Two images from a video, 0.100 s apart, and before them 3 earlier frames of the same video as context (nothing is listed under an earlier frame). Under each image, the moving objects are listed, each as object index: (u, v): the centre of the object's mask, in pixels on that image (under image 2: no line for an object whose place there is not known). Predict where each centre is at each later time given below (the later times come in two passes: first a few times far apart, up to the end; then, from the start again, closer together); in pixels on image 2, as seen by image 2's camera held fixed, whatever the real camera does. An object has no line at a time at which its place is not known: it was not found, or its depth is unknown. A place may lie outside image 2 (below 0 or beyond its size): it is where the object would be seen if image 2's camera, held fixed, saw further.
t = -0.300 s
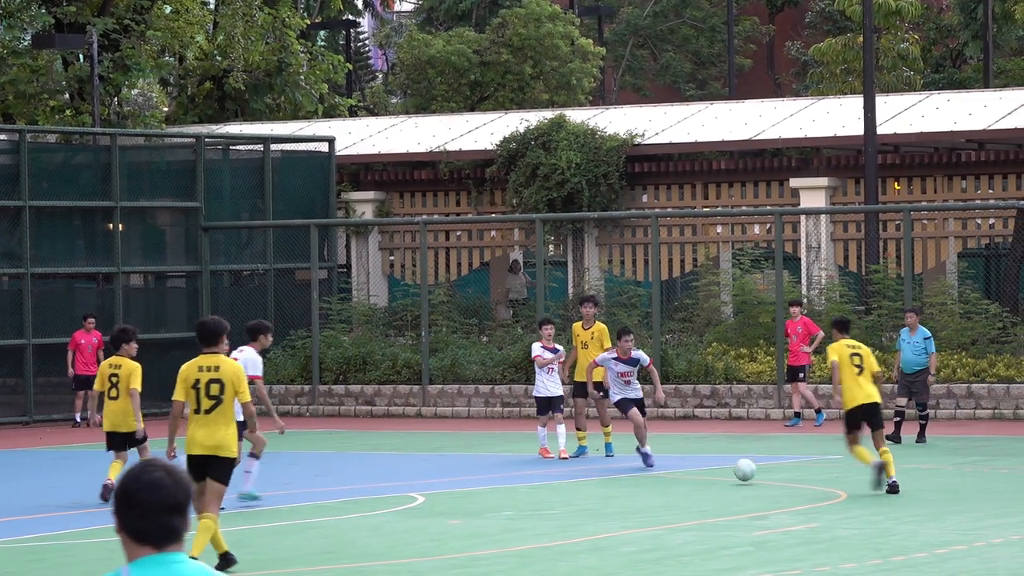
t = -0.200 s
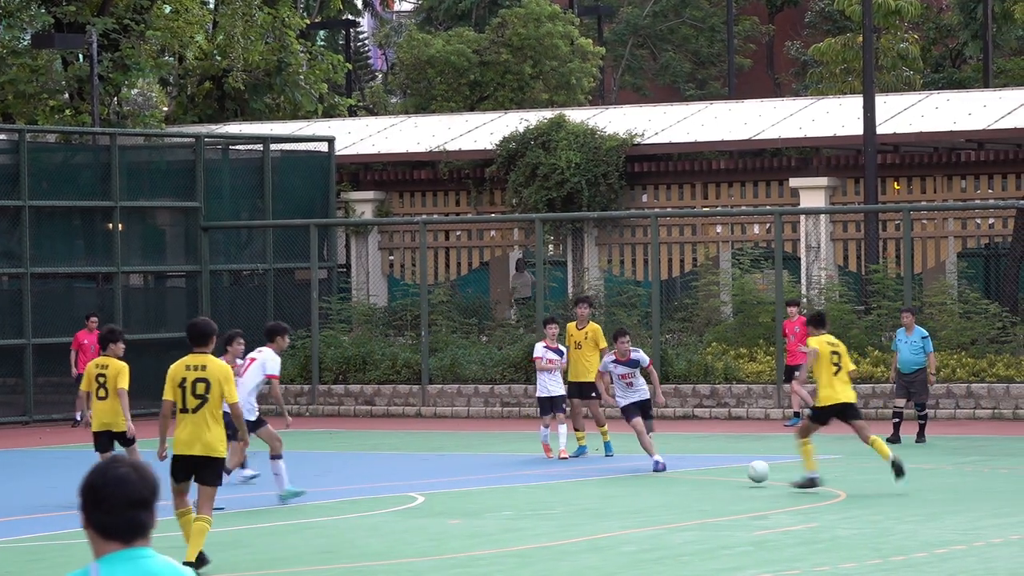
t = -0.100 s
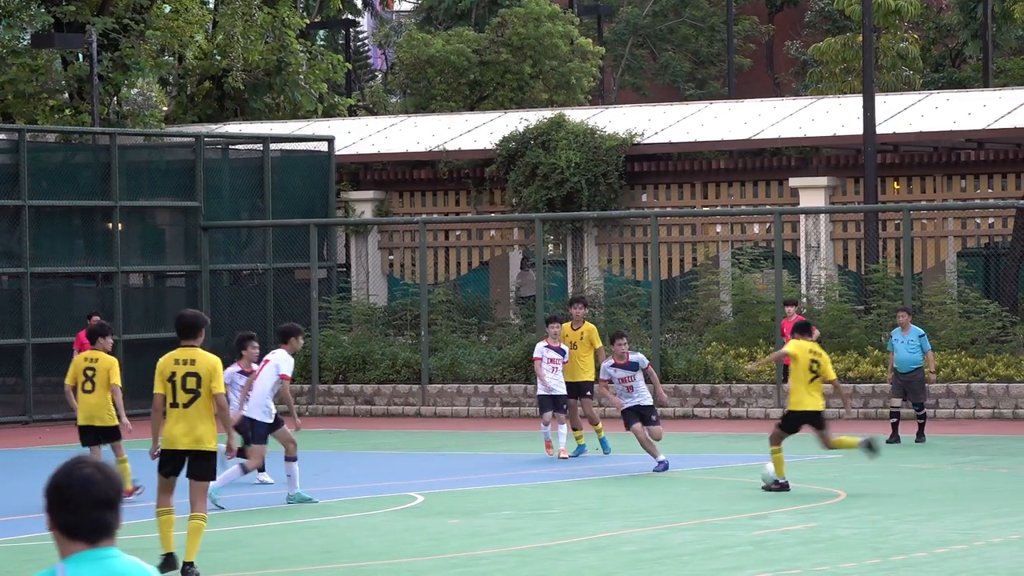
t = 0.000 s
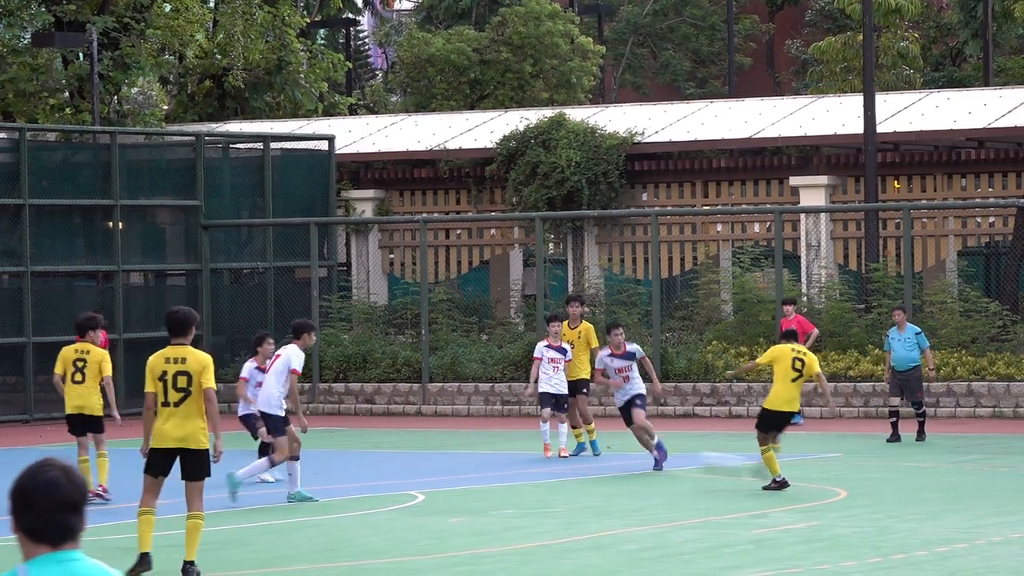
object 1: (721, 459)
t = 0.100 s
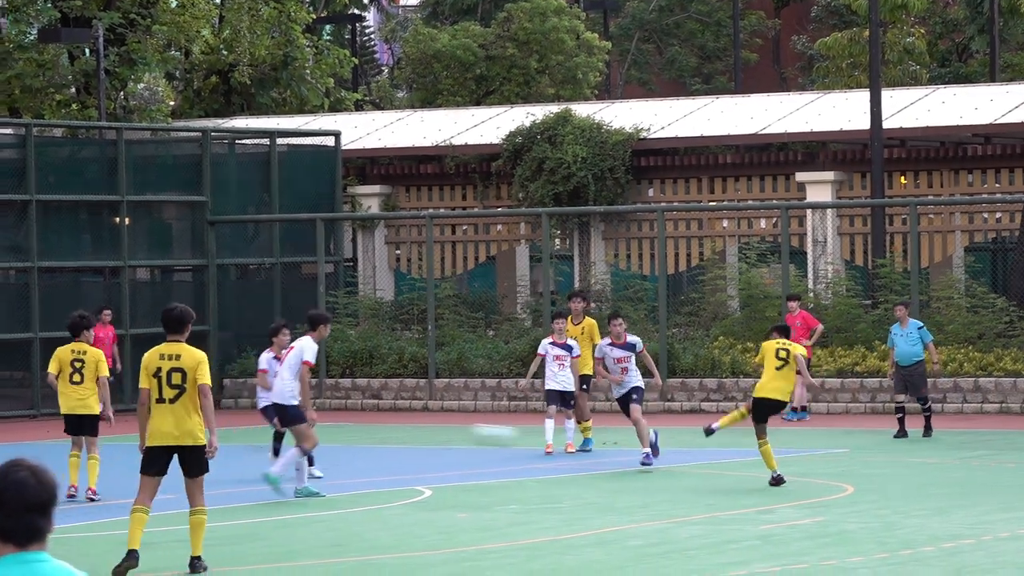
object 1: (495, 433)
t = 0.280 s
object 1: (98, 423)
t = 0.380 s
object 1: (-123, 437)
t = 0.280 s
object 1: (98, 423)
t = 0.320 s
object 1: (9, 427)
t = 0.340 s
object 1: (-35, 430)
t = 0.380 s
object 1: (-123, 437)
